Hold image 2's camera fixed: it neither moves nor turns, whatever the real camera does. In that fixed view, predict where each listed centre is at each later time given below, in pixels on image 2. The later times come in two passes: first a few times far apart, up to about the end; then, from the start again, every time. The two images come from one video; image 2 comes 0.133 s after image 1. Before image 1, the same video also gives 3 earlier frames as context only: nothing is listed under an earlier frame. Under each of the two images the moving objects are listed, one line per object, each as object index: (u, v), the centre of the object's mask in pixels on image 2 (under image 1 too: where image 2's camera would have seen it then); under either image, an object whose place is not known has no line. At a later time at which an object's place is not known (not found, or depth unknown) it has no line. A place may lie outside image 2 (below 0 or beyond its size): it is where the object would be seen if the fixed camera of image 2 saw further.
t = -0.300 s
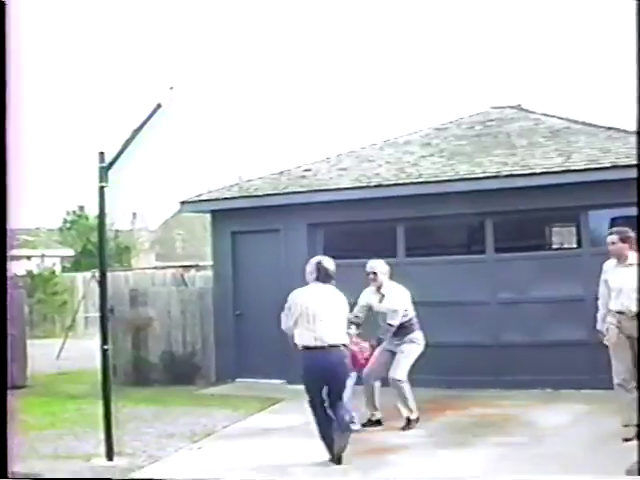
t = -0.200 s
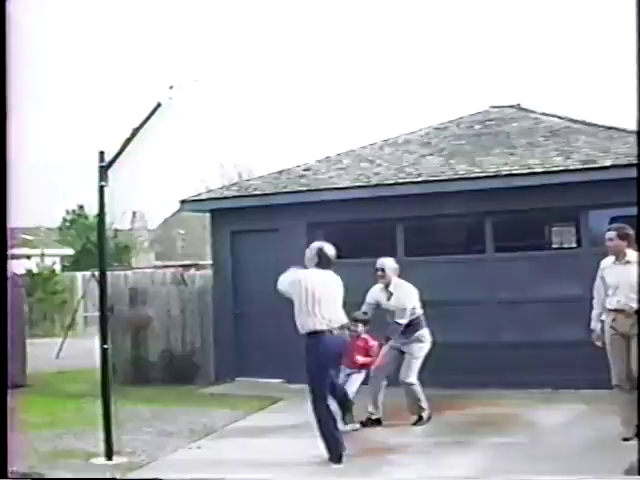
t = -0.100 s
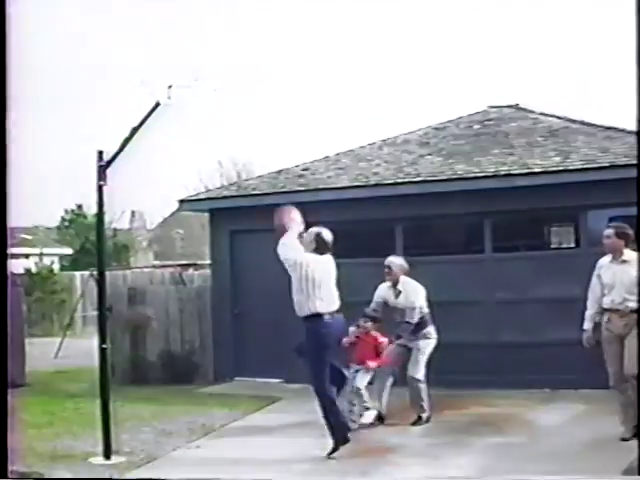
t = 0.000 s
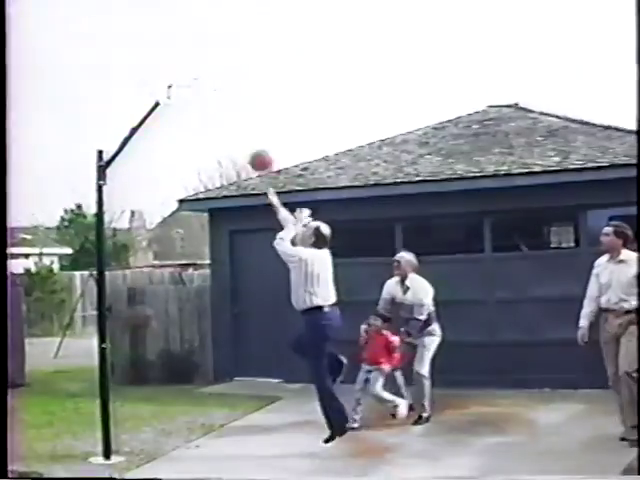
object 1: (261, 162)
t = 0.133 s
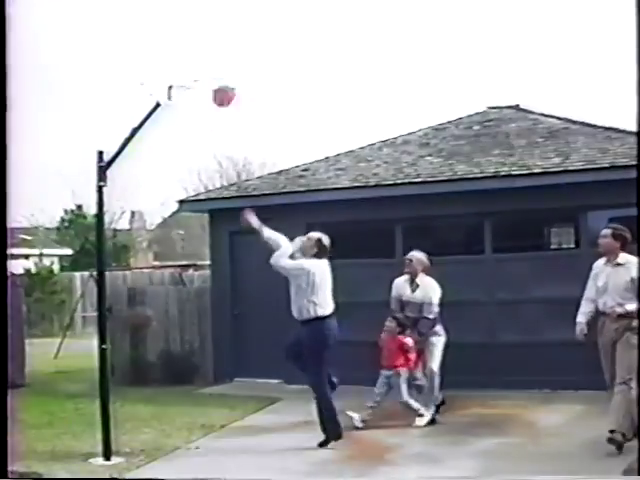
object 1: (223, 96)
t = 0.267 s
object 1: (201, 57)
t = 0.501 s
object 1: (229, 59)
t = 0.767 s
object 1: (241, 66)
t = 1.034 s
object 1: (250, 66)
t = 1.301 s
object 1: (269, 122)
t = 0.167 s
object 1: (213, 83)
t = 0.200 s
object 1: (204, 71)
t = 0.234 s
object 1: (196, 62)
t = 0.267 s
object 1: (201, 57)
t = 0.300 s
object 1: (205, 54)
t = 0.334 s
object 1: (209, 51)
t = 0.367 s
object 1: (213, 50)
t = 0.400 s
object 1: (217, 50)
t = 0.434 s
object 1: (221, 52)
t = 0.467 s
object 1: (225, 55)
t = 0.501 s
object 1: (229, 59)
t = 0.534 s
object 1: (233, 64)
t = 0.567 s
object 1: (238, 70)
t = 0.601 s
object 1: (239, 69)
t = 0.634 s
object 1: (239, 67)
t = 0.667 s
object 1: (239, 66)
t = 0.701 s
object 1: (240, 67)
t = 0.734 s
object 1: (241, 68)
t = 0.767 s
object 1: (241, 66)
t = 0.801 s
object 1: (241, 64)
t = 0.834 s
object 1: (242, 63)
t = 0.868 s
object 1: (242, 63)
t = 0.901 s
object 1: (243, 65)
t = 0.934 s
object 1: (244, 67)
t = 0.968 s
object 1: (246, 65)
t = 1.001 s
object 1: (248, 65)
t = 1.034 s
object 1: (250, 66)
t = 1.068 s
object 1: (253, 68)
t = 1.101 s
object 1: (255, 72)
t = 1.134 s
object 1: (257, 77)
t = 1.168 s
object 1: (259, 83)
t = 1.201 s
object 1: (262, 91)
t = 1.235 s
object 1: (264, 100)
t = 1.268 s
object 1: (267, 110)
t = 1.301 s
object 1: (269, 122)
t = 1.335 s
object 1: (272, 135)
